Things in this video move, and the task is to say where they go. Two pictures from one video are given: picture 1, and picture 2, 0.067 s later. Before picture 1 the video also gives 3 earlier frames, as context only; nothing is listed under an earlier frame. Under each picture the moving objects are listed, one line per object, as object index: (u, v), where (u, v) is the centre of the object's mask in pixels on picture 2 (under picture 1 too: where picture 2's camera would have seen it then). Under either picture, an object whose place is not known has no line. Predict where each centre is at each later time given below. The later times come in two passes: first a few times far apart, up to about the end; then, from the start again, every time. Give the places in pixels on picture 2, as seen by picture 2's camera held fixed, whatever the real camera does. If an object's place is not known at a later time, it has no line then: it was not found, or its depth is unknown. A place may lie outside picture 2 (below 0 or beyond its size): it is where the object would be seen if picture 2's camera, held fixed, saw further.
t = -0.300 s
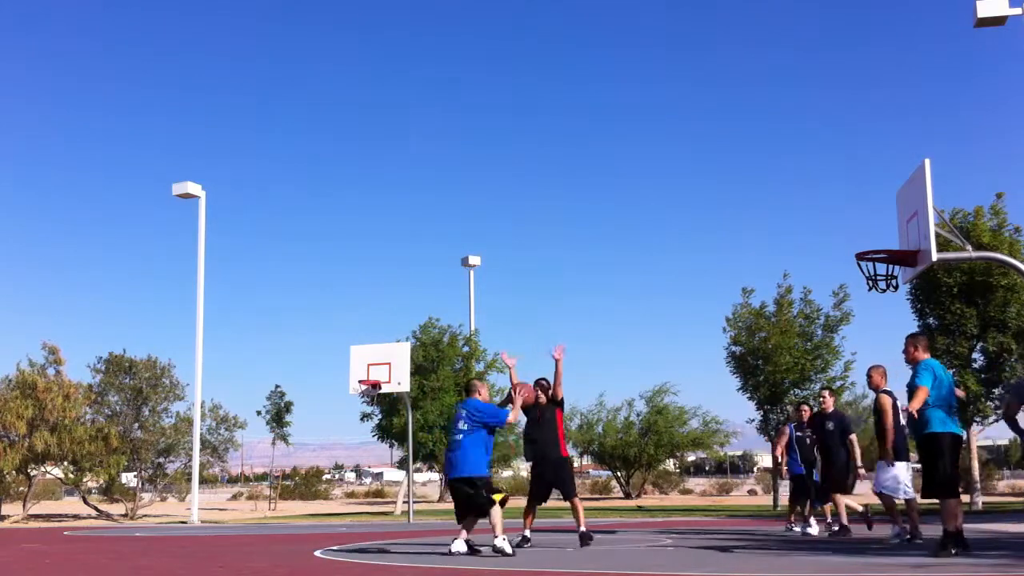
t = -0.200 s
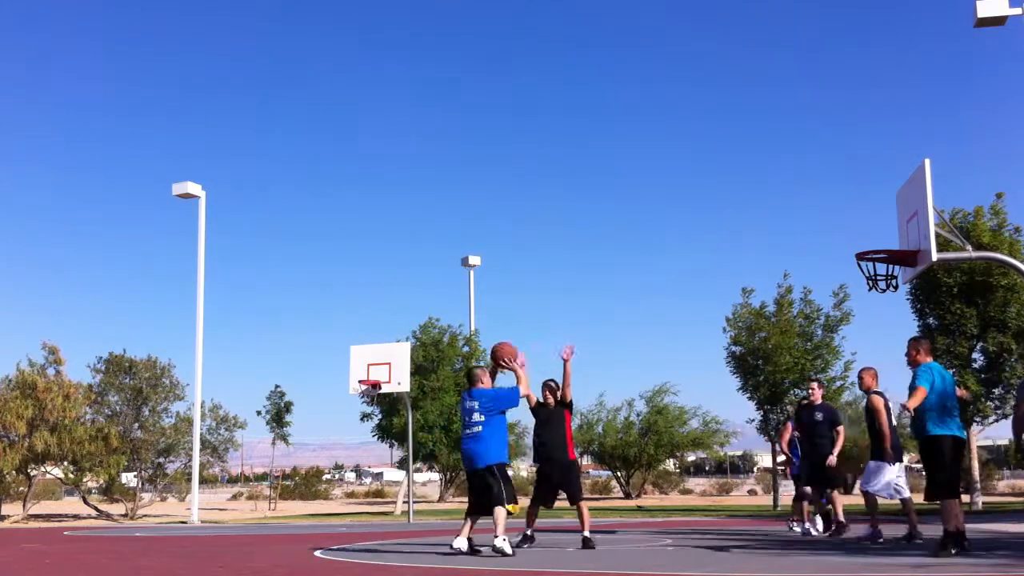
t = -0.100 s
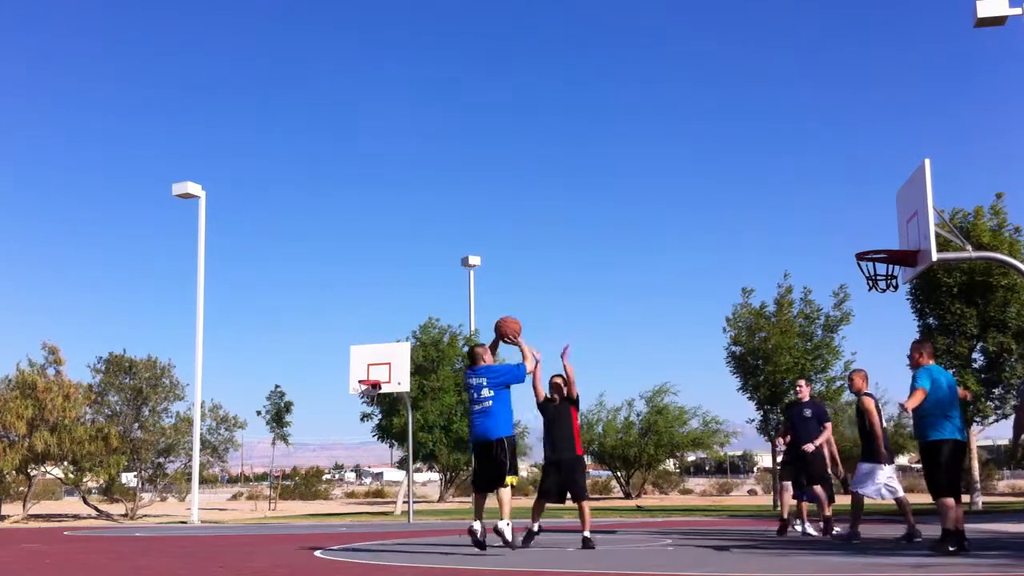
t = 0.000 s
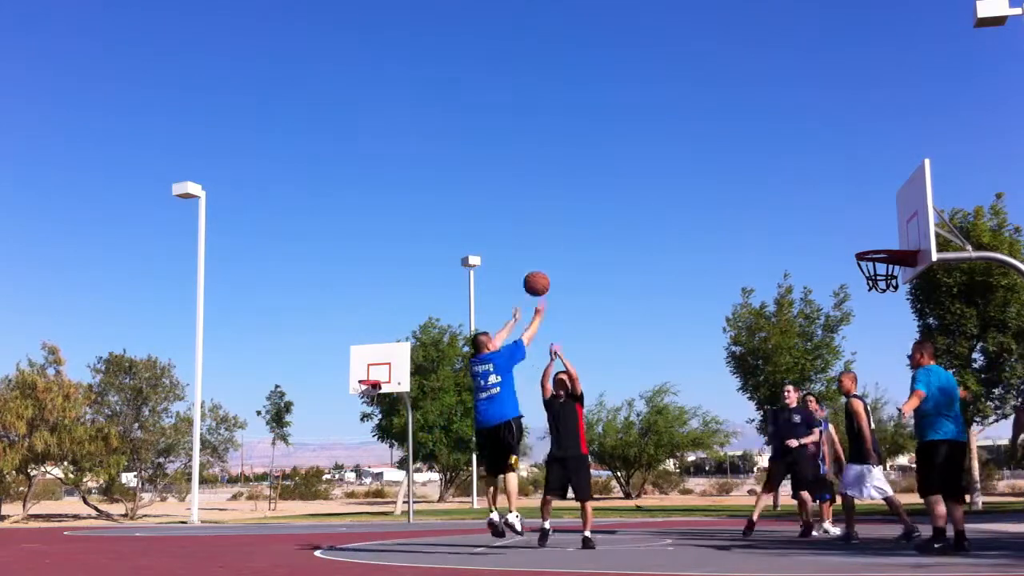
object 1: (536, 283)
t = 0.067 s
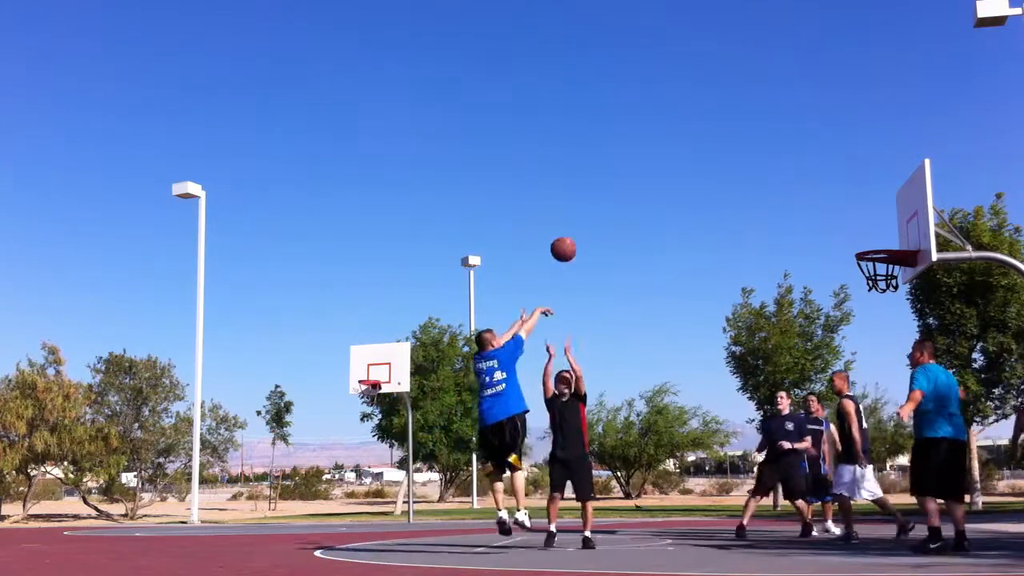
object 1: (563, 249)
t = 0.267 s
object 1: (640, 177)
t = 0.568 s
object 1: (747, 147)
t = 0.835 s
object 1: (837, 188)
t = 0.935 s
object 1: (870, 219)
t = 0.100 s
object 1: (577, 234)
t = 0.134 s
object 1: (590, 220)
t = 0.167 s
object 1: (602, 208)
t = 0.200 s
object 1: (615, 196)
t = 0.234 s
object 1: (628, 186)
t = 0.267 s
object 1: (640, 177)
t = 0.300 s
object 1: (653, 170)
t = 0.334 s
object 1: (665, 164)
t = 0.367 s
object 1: (677, 158)
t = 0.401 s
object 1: (689, 153)
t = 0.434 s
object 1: (701, 150)
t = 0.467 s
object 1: (712, 147)
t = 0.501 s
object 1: (724, 146)
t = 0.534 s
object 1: (735, 146)
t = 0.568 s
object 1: (747, 147)
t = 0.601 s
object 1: (758, 148)
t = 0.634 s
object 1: (769, 151)
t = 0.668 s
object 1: (781, 155)
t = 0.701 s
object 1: (792, 160)
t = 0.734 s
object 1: (803, 165)
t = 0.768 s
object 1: (815, 172)
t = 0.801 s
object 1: (826, 179)
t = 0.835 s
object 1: (837, 188)
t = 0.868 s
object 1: (848, 197)
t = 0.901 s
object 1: (859, 208)
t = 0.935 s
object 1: (870, 219)
